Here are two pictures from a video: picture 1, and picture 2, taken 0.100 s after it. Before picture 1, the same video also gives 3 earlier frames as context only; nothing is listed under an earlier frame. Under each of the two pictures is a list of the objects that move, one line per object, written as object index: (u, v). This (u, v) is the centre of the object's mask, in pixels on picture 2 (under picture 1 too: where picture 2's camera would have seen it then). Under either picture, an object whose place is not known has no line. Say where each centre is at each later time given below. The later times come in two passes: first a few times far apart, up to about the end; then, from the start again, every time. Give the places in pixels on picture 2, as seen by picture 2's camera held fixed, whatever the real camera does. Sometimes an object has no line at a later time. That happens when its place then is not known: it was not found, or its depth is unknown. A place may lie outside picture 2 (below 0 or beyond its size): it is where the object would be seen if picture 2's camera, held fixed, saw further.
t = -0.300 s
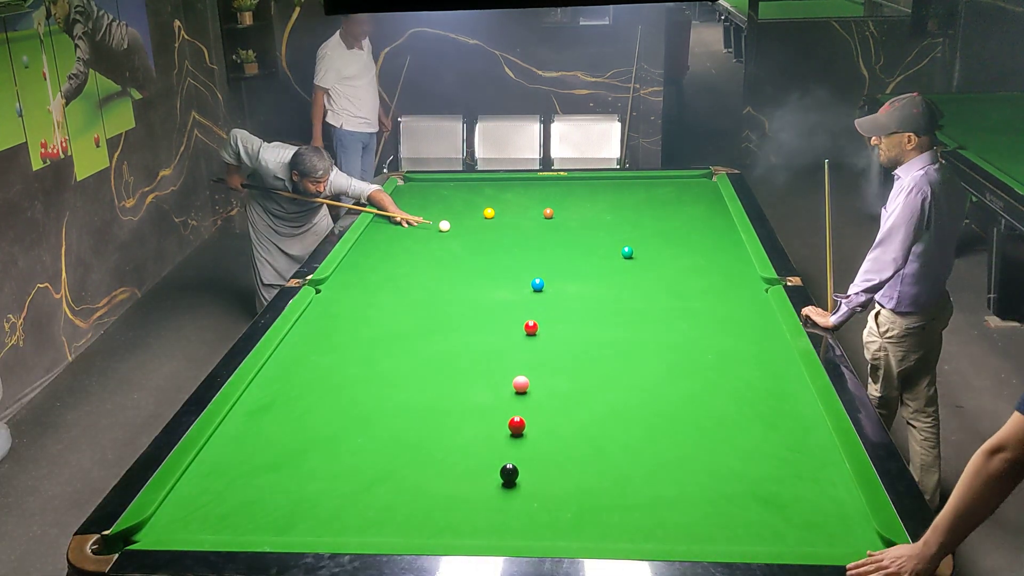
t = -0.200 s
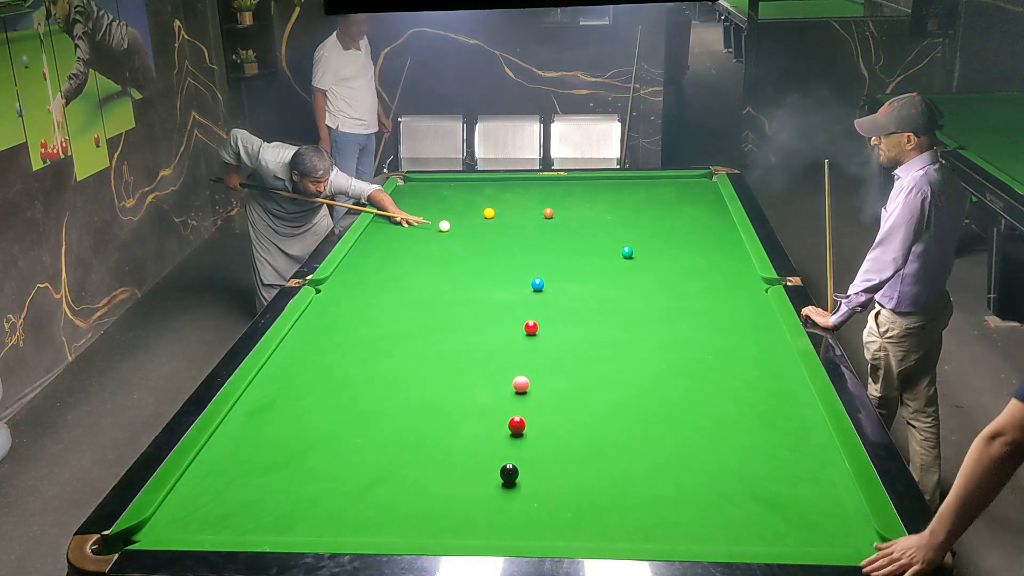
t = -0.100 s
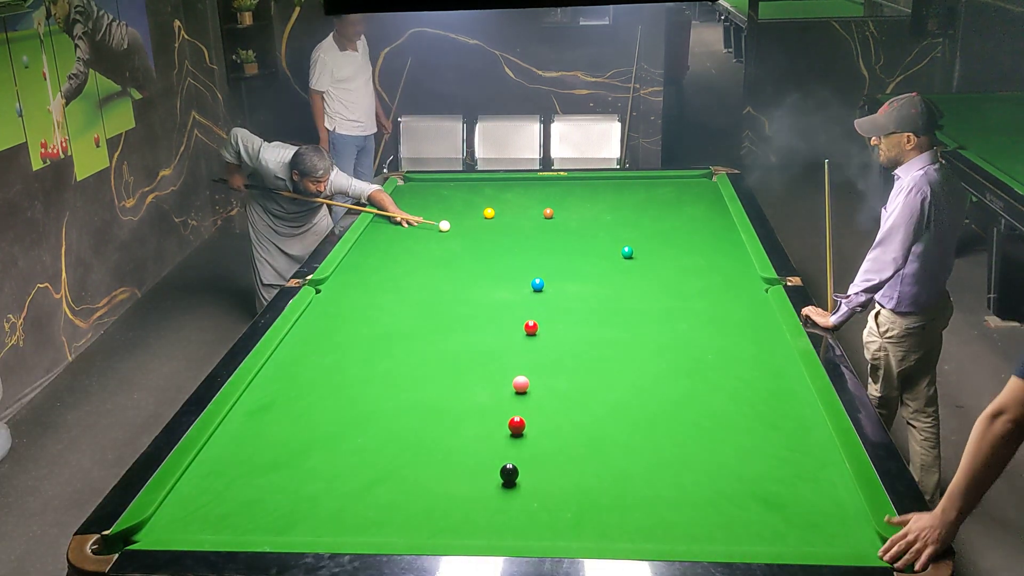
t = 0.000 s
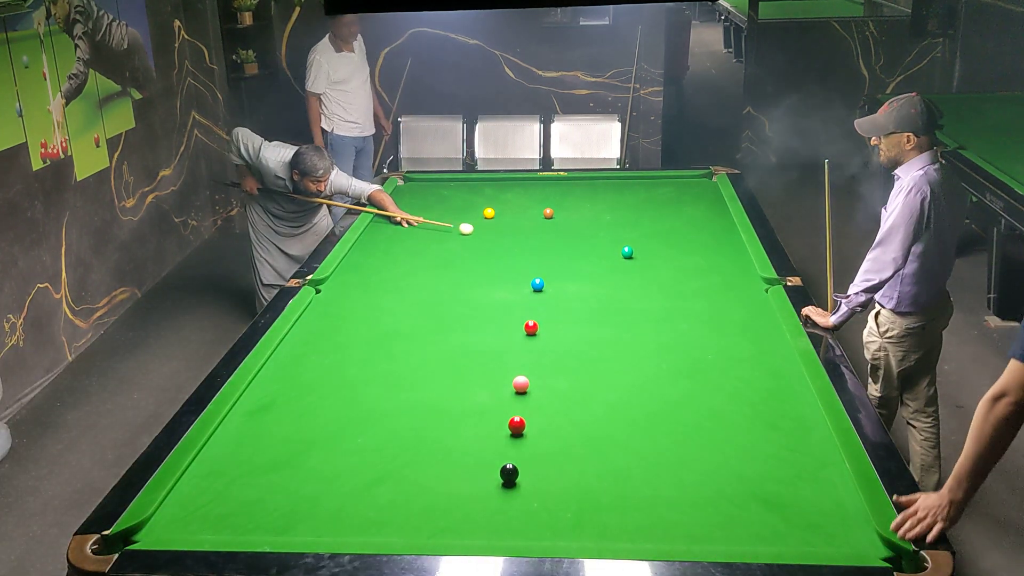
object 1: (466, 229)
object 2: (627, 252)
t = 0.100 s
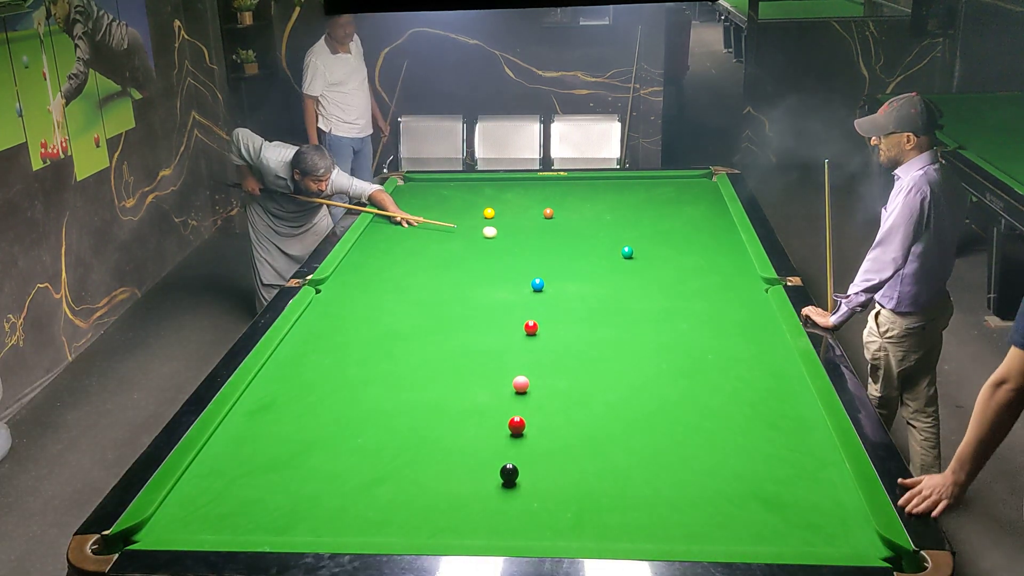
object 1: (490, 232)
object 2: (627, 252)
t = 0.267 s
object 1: (529, 238)
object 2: (627, 252)
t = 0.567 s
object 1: (603, 248)
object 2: (627, 252)
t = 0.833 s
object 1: (634, 249)
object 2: (663, 260)
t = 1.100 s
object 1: (658, 248)
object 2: (705, 270)
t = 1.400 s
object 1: (683, 248)
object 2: (753, 281)
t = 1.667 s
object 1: (704, 248)
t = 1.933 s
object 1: (722, 247)
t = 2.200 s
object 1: (739, 247)
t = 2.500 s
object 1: (730, 248)
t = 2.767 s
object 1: (721, 248)
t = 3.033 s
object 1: (714, 247)
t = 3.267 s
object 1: (710, 247)
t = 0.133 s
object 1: (497, 233)
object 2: (627, 252)
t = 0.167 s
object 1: (505, 234)
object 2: (627, 252)
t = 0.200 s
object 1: (513, 235)
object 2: (627, 252)
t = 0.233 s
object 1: (521, 236)
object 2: (627, 252)
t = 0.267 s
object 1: (529, 238)
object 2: (627, 252)
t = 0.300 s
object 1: (537, 239)
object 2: (627, 252)
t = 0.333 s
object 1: (545, 240)
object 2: (627, 252)
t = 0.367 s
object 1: (553, 241)
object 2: (627, 252)
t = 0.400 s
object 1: (561, 242)
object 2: (627, 252)
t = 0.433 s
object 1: (569, 243)
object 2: (627, 252)
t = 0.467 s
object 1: (578, 244)
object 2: (627, 252)
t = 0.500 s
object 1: (586, 245)
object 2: (627, 252)
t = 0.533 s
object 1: (594, 246)
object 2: (627, 252)
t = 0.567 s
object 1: (603, 248)
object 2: (627, 252)
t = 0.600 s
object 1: (611, 249)
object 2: (627, 252)
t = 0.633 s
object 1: (618, 250)
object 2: (629, 253)
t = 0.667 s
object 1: (620, 249)
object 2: (636, 254)
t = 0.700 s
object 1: (622, 249)
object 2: (642, 255)
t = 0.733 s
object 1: (625, 249)
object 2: (648, 257)
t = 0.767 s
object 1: (628, 249)
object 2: (653, 258)
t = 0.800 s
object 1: (631, 249)
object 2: (658, 259)
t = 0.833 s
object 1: (634, 249)
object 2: (663, 260)
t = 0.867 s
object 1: (637, 249)
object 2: (668, 262)
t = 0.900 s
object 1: (640, 249)
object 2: (674, 263)
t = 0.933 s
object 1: (644, 248)
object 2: (679, 264)
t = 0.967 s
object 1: (647, 248)
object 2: (684, 265)
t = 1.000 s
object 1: (649, 248)
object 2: (689, 267)
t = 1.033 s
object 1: (653, 248)
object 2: (694, 268)
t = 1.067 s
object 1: (655, 248)
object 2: (700, 269)
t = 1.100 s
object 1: (658, 248)
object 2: (705, 270)
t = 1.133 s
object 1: (661, 248)
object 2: (710, 271)
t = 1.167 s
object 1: (664, 248)
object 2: (716, 272)
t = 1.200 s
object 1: (667, 248)
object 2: (721, 274)
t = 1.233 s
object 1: (670, 248)
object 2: (726, 275)
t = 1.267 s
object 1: (672, 248)
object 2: (731, 276)
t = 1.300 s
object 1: (675, 248)
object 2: (737, 277)
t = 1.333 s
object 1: (678, 248)
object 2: (742, 278)
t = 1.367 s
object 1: (681, 248)
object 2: (748, 280)
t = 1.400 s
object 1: (683, 248)
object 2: (753, 281)
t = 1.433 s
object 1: (686, 248)
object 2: (758, 282)
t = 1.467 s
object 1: (688, 248)
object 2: (764, 284)
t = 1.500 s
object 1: (691, 248)
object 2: (768, 285)
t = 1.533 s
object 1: (694, 248)
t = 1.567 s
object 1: (696, 248)
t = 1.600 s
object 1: (699, 248)
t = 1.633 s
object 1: (701, 248)
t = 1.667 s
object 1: (704, 248)
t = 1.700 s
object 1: (706, 248)
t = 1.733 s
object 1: (708, 248)
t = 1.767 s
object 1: (711, 248)
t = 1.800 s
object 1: (713, 248)
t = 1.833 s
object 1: (715, 248)
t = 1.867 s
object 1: (718, 248)
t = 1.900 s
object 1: (720, 247)
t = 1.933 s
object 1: (722, 247)
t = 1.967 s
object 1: (724, 248)
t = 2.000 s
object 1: (726, 247)
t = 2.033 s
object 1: (729, 247)
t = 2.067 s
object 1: (731, 248)
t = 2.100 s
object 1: (733, 247)
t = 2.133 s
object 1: (735, 248)
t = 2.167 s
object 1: (737, 248)
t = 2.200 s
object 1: (739, 247)
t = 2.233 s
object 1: (740, 247)
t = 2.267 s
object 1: (739, 248)
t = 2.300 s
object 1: (737, 247)
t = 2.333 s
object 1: (736, 248)
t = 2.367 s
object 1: (735, 247)
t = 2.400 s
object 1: (733, 247)
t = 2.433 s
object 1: (732, 247)
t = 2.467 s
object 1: (731, 248)
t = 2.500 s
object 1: (730, 248)
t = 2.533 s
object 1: (728, 248)
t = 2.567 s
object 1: (727, 248)
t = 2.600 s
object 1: (726, 248)
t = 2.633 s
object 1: (725, 248)
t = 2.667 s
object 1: (724, 248)
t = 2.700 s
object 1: (723, 248)
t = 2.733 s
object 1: (722, 248)
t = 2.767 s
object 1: (721, 248)
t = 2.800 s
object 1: (720, 248)
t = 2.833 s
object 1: (719, 248)
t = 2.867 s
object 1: (718, 248)
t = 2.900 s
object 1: (717, 248)
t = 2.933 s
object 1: (717, 248)
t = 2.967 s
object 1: (716, 248)
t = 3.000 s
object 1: (715, 248)
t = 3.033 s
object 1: (714, 247)
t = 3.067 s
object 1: (713, 247)
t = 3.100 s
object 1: (713, 247)
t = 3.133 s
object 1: (712, 248)
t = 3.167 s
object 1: (711, 248)
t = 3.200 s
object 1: (711, 248)
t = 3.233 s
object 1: (710, 247)
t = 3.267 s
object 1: (710, 247)
